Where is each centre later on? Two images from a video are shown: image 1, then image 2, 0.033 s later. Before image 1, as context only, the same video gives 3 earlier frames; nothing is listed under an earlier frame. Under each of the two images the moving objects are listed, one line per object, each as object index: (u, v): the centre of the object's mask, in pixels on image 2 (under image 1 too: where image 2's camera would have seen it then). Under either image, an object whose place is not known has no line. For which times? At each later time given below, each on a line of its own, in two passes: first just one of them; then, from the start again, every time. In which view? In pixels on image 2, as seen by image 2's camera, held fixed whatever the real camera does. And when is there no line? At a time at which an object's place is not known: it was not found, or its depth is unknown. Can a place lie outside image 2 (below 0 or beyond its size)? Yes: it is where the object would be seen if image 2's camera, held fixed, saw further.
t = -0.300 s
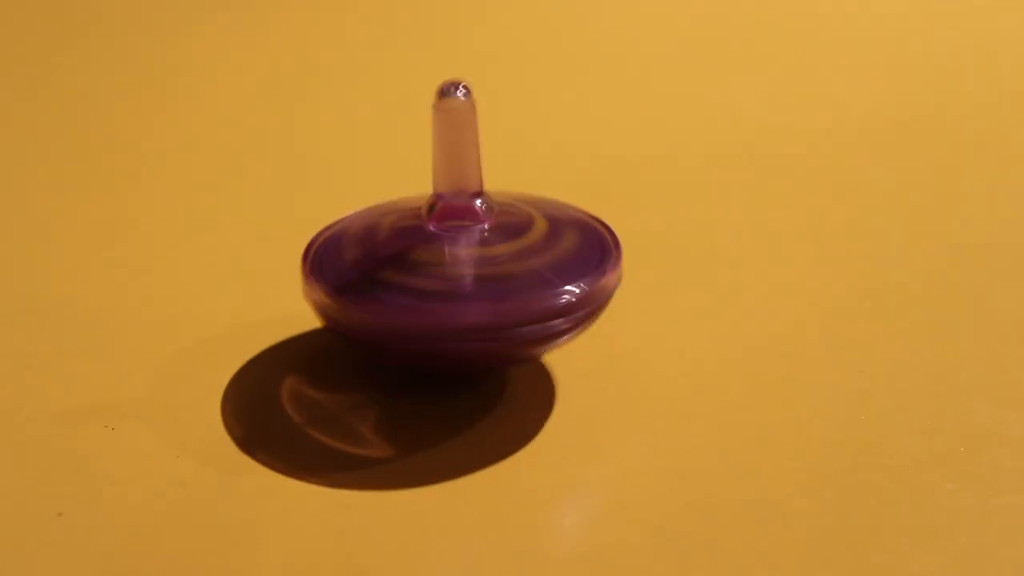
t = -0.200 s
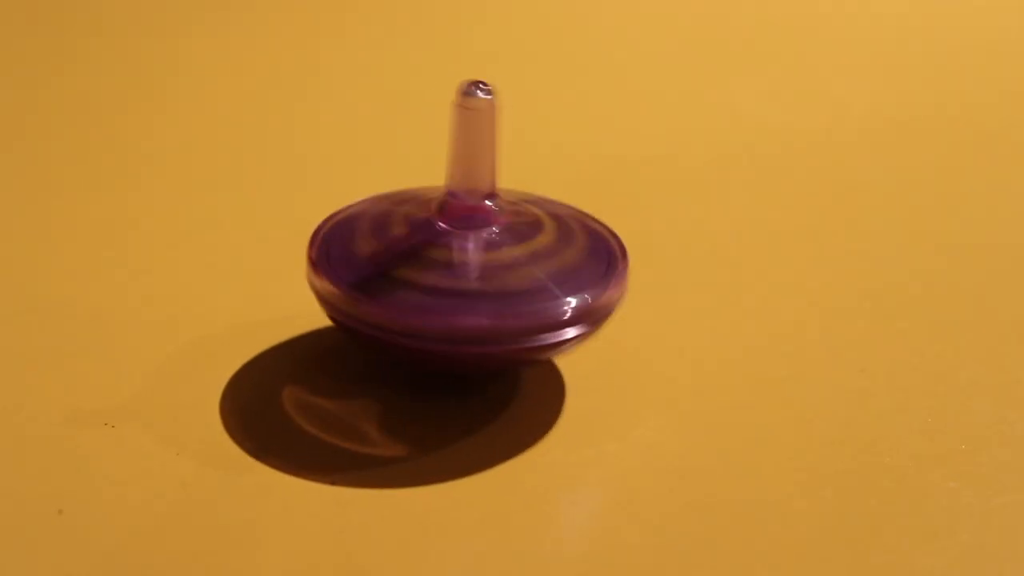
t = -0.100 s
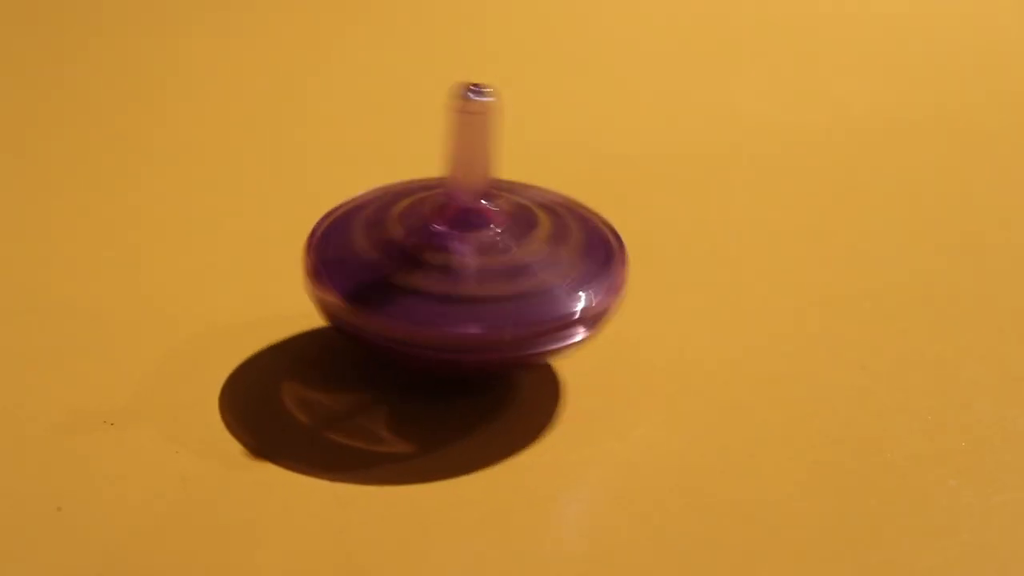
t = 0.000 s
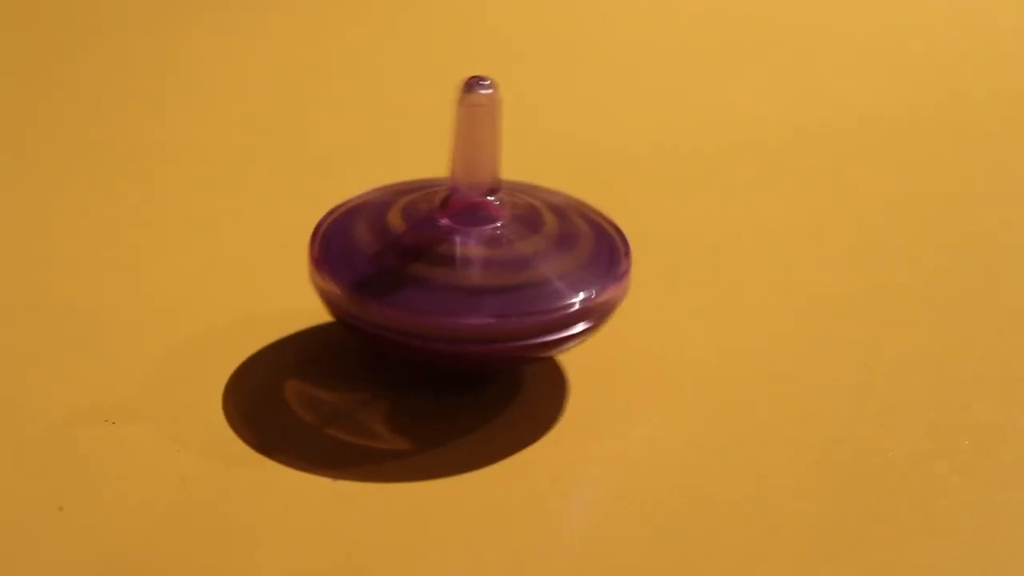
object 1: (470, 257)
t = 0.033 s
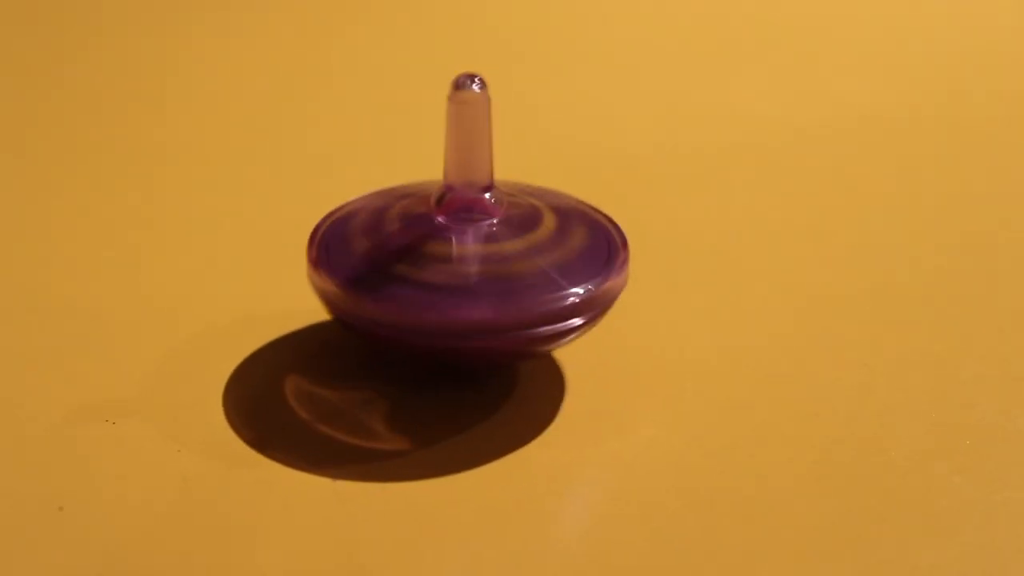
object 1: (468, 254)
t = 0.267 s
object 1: (468, 250)
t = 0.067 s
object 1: (474, 253)
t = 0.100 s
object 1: (476, 257)
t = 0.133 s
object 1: (469, 256)
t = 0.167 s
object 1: (468, 254)
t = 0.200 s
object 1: (471, 254)
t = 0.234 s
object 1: (468, 252)
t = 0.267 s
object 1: (468, 250)
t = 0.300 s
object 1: (477, 247)
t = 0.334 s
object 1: (481, 252)
